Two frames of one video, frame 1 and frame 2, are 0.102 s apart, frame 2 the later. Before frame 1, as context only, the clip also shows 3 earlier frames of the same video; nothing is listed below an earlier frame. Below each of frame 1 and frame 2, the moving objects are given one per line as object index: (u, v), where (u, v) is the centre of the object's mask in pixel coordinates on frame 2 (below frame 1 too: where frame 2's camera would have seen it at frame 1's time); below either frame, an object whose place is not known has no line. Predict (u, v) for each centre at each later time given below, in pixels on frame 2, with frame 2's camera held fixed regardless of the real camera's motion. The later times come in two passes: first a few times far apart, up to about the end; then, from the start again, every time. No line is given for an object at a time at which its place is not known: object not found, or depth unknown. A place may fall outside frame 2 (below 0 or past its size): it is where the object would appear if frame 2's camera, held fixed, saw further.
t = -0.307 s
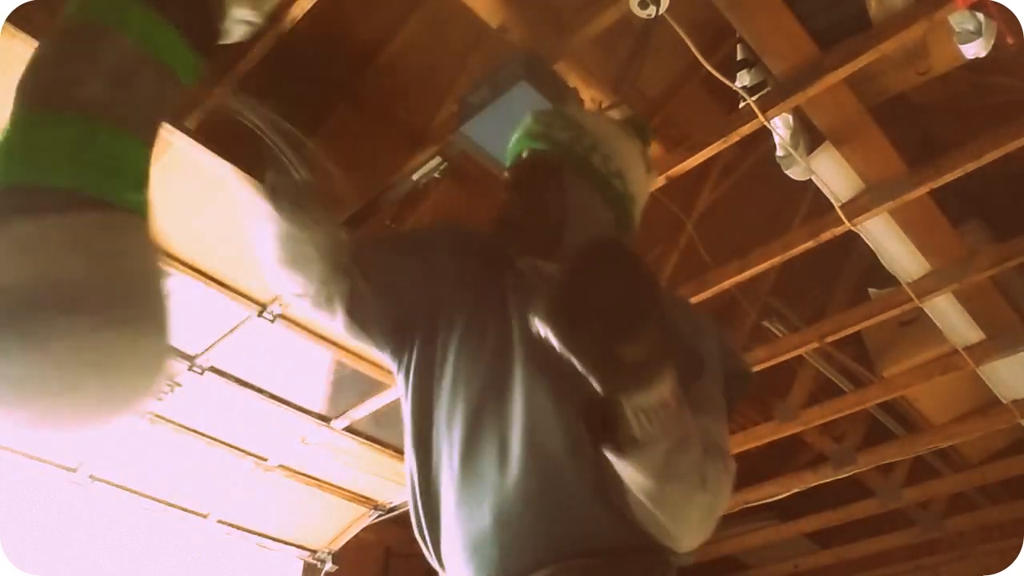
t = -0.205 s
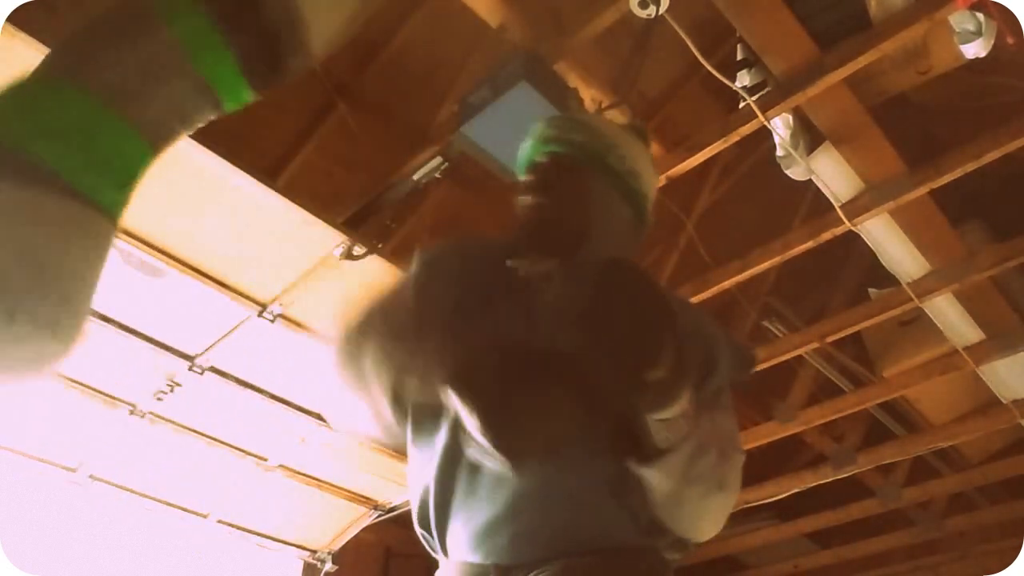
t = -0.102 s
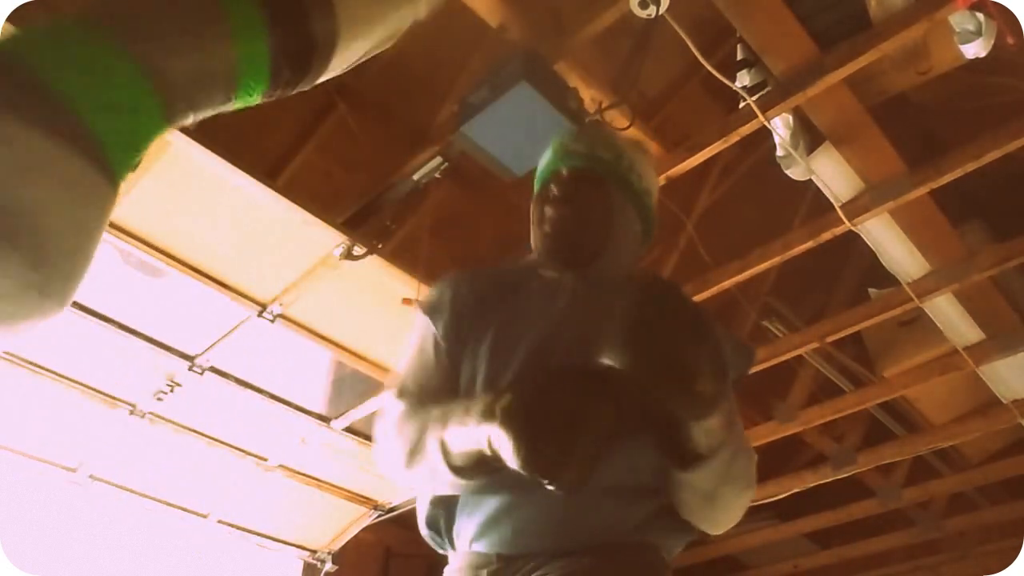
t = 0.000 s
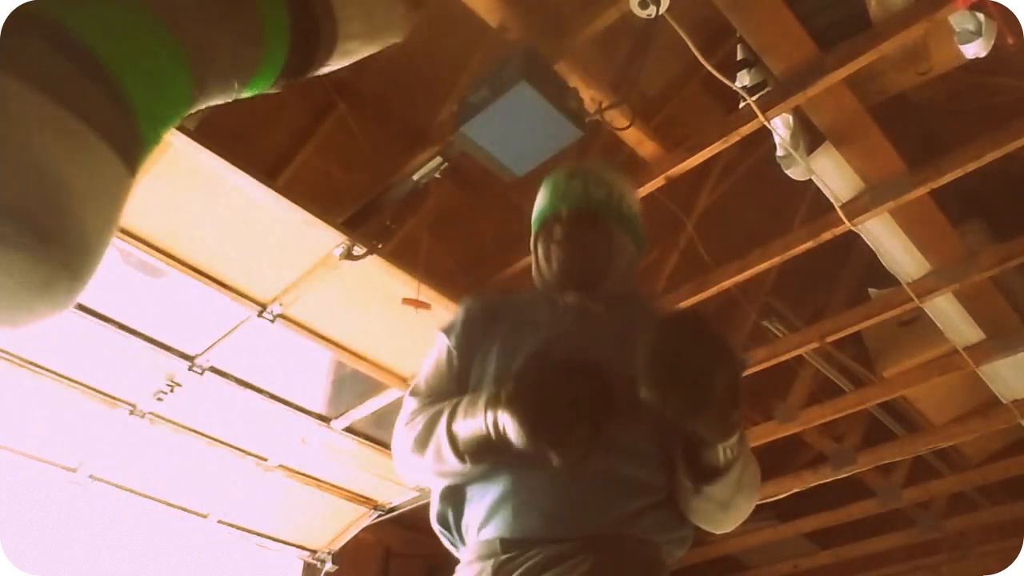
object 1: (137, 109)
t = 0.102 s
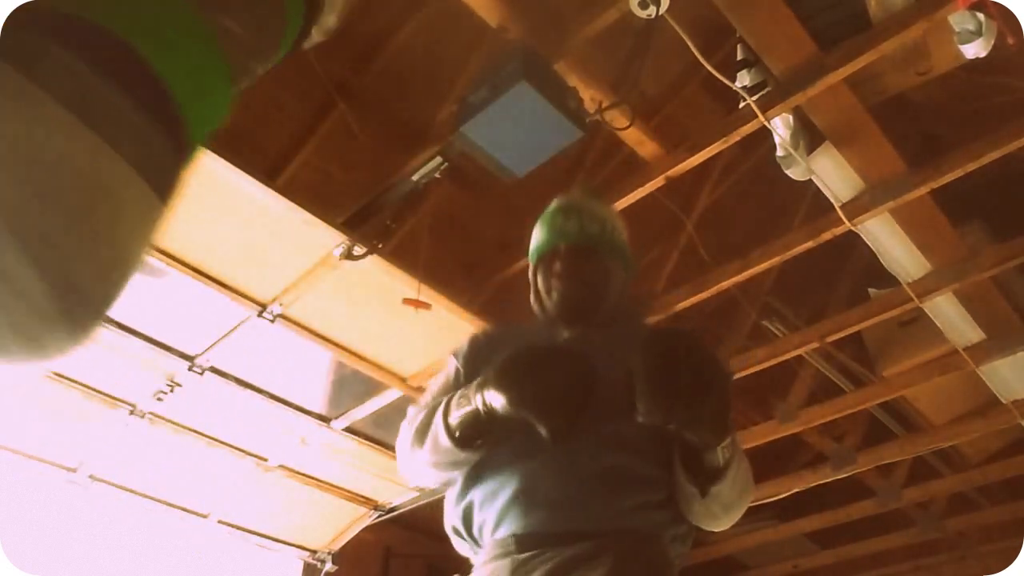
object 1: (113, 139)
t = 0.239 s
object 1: (160, 148)
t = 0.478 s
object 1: (371, 176)
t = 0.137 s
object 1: (117, 152)
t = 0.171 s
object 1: (127, 157)
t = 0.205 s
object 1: (142, 153)
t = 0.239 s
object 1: (160, 148)
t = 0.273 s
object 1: (175, 144)
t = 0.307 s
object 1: (199, 140)
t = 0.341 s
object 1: (229, 137)
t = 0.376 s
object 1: (262, 140)
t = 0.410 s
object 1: (292, 146)
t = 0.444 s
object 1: (328, 157)
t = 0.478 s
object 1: (371, 176)
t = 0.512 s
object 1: (408, 186)
